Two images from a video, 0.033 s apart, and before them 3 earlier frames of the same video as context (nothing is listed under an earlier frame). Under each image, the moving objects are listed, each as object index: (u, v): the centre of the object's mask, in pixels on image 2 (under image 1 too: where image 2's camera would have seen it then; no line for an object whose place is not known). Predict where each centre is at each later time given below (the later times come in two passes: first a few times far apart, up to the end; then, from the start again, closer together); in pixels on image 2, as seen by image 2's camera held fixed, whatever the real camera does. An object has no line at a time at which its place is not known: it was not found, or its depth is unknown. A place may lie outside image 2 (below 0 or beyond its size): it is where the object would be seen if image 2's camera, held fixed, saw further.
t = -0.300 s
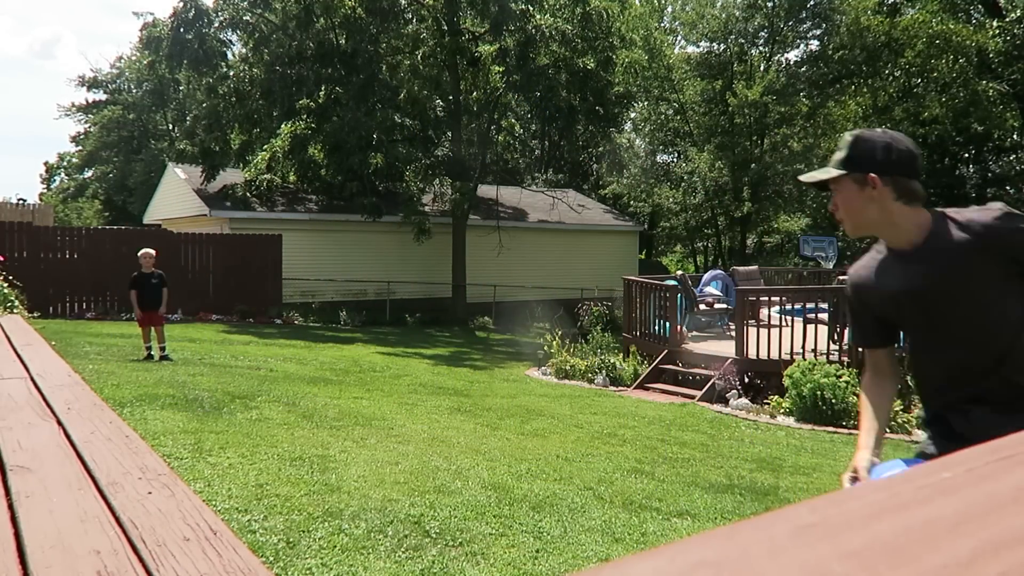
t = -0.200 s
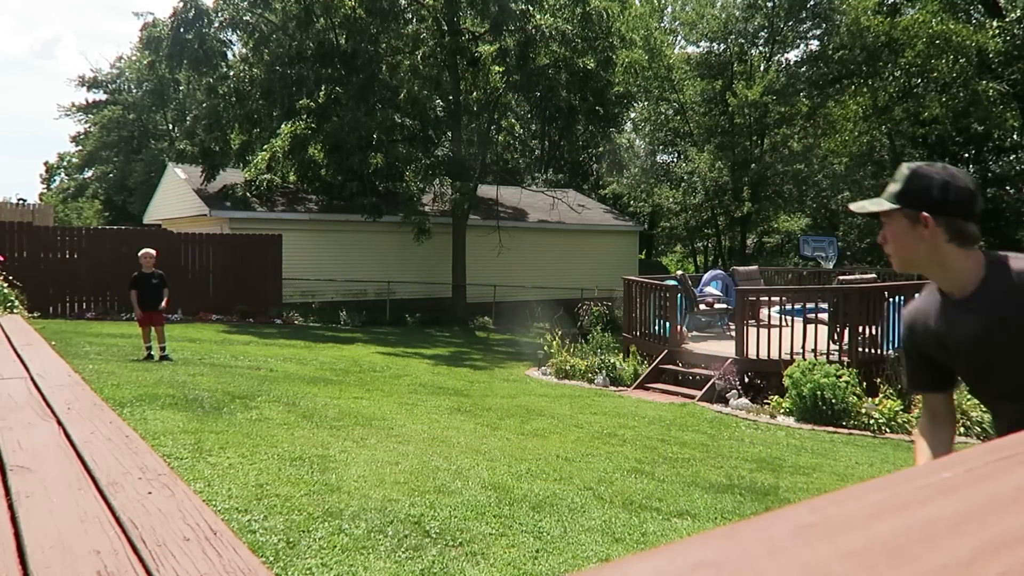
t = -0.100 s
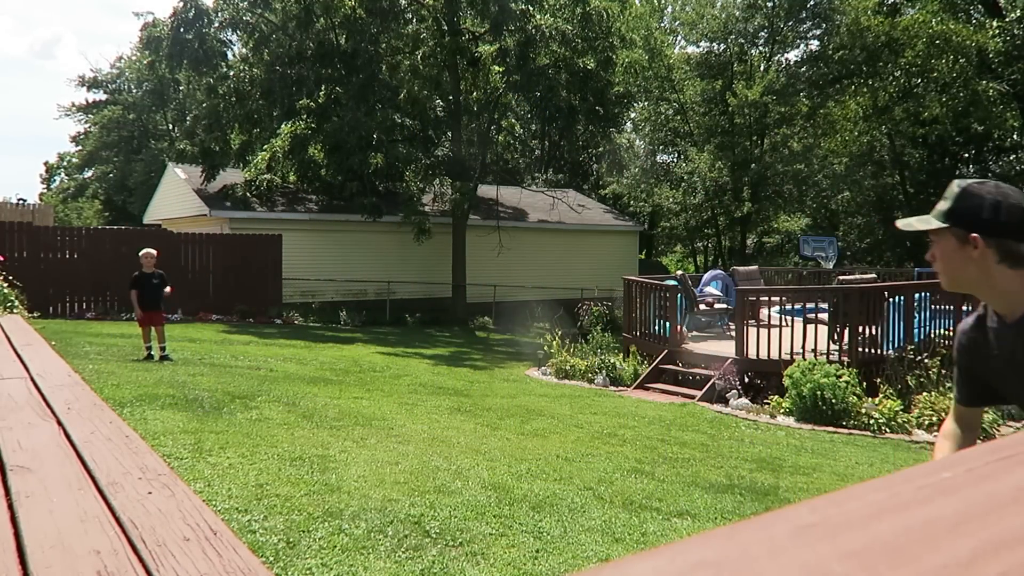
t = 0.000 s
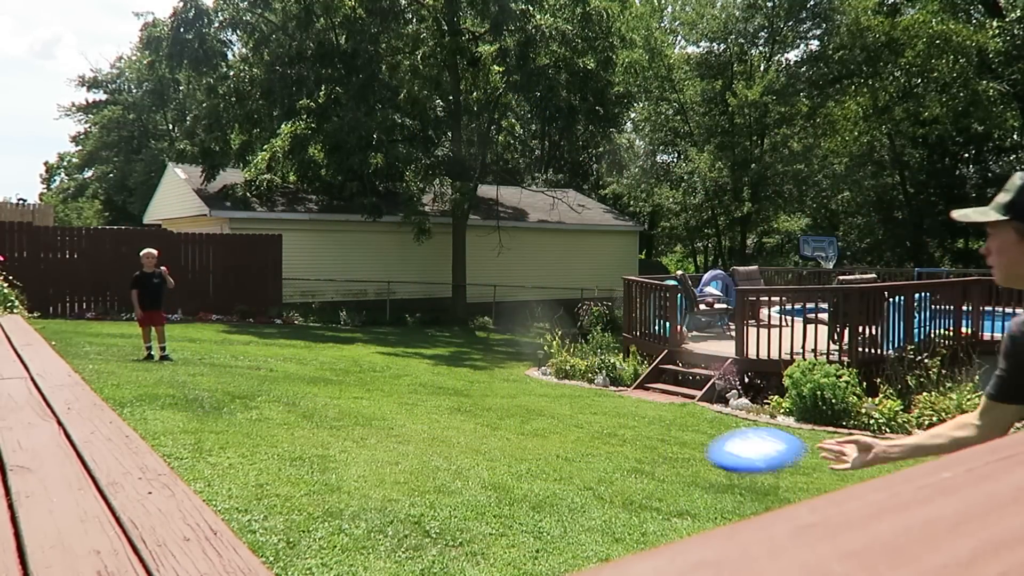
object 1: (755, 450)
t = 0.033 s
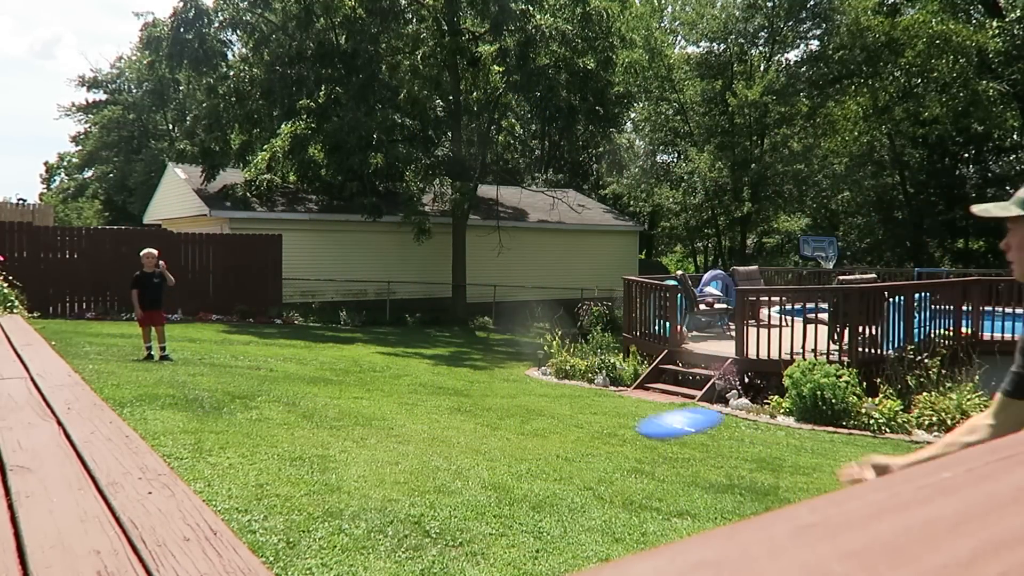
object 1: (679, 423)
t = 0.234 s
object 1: (402, 376)
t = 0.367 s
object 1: (301, 386)
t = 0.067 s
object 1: (614, 404)
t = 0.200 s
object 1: (434, 377)
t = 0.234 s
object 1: (402, 376)
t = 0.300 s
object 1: (346, 380)
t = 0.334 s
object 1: (323, 383)
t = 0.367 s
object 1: (301, 386)
